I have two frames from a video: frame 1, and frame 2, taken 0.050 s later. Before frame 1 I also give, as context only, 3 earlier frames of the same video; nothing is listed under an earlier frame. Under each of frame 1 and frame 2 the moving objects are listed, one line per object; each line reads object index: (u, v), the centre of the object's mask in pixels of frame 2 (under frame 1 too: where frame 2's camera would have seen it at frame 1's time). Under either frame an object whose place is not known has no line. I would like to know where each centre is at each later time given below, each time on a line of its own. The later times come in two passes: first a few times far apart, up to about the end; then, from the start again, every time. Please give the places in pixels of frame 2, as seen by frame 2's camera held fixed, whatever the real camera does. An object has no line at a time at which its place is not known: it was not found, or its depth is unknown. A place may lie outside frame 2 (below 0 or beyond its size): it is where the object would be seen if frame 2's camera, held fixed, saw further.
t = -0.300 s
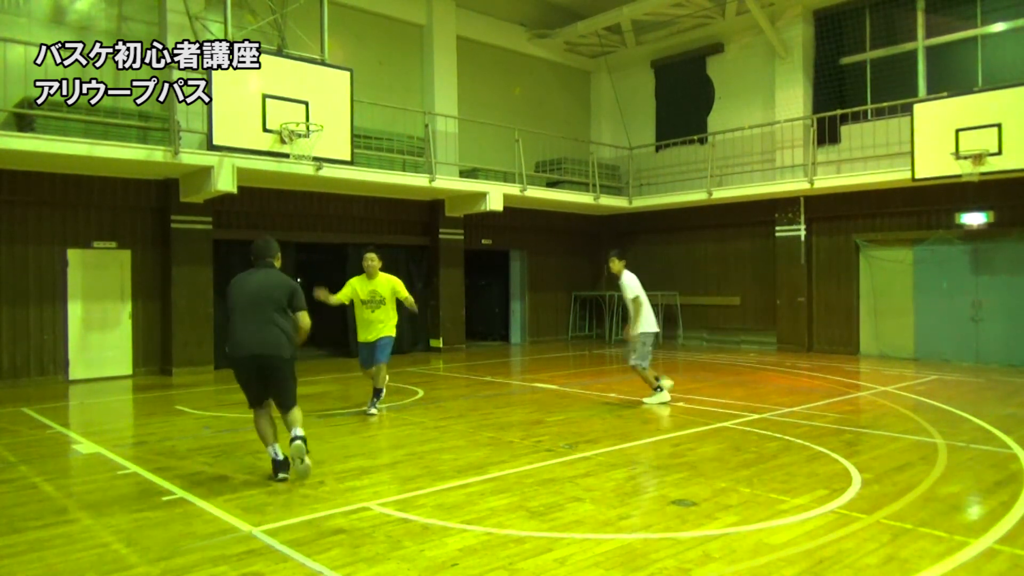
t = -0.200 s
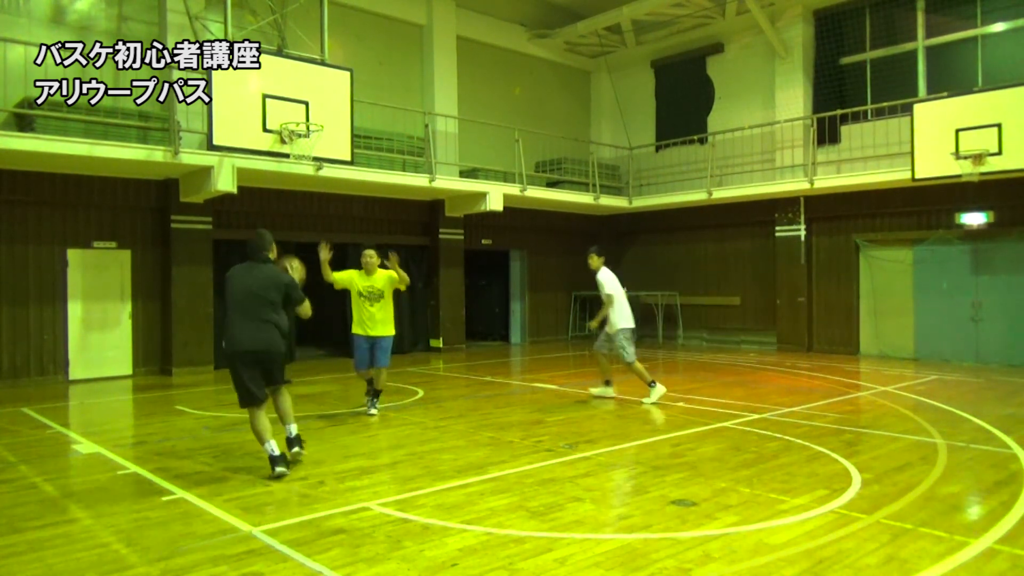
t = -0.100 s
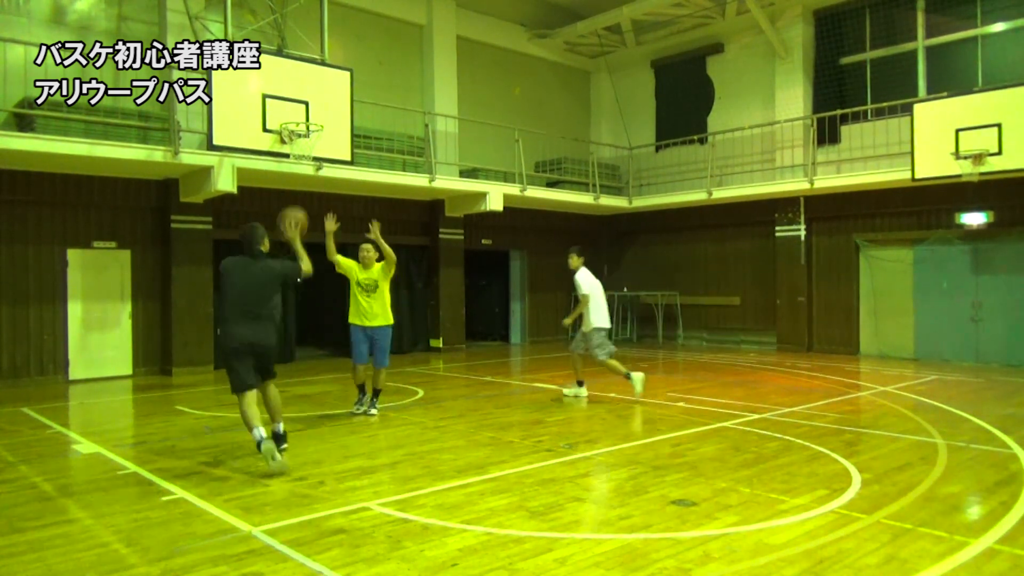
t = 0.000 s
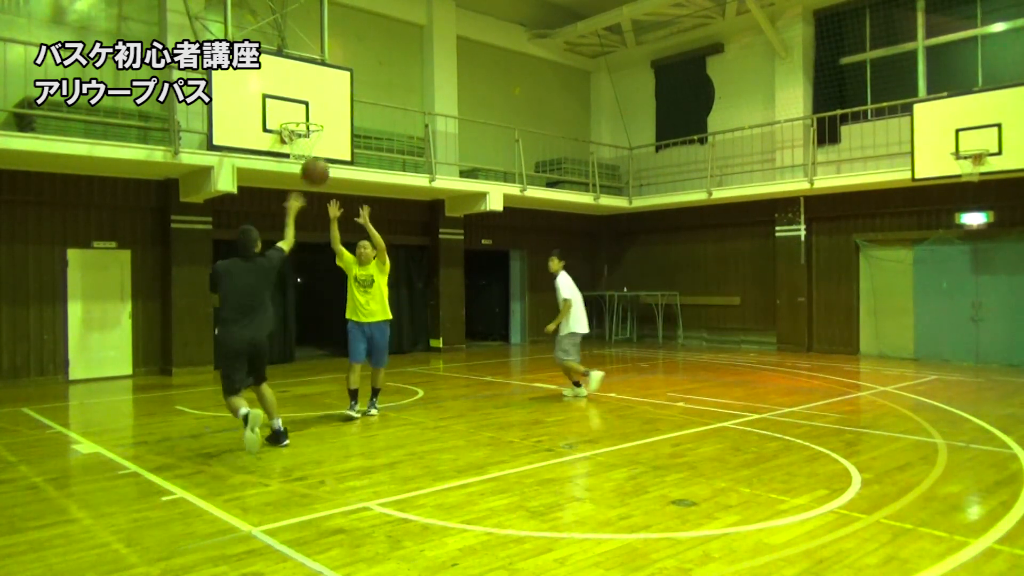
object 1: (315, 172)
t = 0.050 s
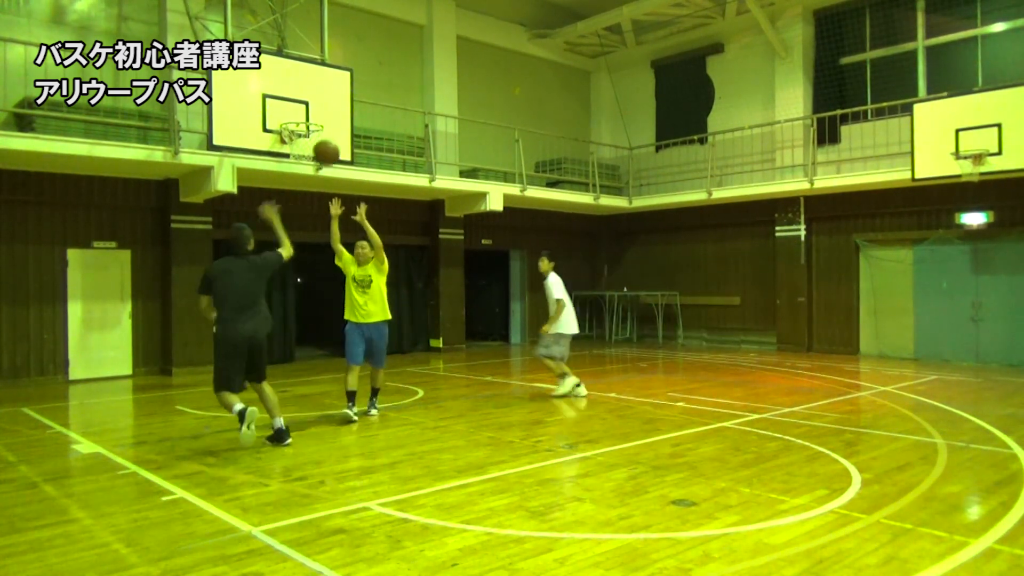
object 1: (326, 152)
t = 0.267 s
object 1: (366, 111)
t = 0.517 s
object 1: (400, 125)
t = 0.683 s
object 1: (418, 157)
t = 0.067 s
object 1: (330, 147)
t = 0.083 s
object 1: (333, 141)
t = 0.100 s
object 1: (337, 137)
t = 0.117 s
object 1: (340, 133)
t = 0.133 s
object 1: (343, 128)
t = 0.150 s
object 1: (347, 125)
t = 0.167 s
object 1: (350, 122)
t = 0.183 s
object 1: (353, 120)
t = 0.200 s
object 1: (355, 118)
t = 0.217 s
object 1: (358, 115)
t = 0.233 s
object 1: (361, 113)
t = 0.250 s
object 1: (364, 112)
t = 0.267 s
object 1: (366, 111)
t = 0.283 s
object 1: (369, 110)
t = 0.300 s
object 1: (371, 110)
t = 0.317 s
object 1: (374, 109)
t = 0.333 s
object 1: (377, 109)
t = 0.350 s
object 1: (379, 110)
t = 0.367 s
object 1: (381, 110)
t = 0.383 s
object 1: (384, 111)
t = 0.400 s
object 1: (386, 112)
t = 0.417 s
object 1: (388, 113)
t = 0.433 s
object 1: (390, 114)
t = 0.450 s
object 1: (392, 116)
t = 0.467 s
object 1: (394, 118)
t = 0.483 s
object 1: (396, 120)
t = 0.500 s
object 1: (398, 122)
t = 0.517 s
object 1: (400, 125)
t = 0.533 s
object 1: (402, 128)
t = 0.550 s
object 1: (404, 130)
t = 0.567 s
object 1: (406, 133)
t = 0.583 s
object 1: (408, 136)
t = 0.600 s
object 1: (410, 139)
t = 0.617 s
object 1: (411, 143)
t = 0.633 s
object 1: (414, 146)
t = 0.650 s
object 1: (416, 150)
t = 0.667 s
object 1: (417, 154)
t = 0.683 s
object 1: (418, 157)
